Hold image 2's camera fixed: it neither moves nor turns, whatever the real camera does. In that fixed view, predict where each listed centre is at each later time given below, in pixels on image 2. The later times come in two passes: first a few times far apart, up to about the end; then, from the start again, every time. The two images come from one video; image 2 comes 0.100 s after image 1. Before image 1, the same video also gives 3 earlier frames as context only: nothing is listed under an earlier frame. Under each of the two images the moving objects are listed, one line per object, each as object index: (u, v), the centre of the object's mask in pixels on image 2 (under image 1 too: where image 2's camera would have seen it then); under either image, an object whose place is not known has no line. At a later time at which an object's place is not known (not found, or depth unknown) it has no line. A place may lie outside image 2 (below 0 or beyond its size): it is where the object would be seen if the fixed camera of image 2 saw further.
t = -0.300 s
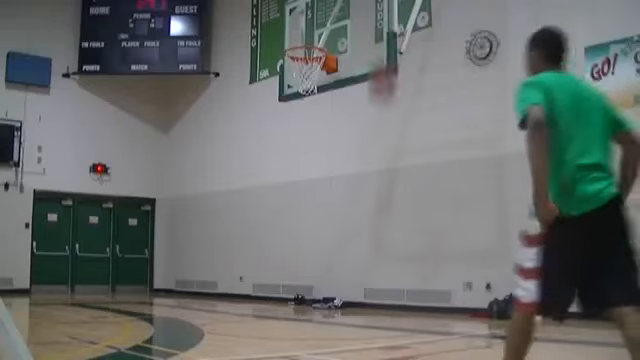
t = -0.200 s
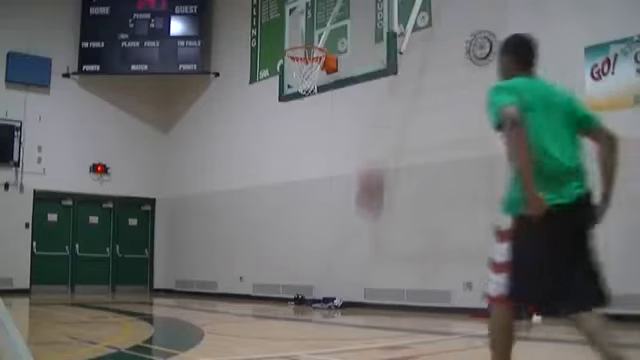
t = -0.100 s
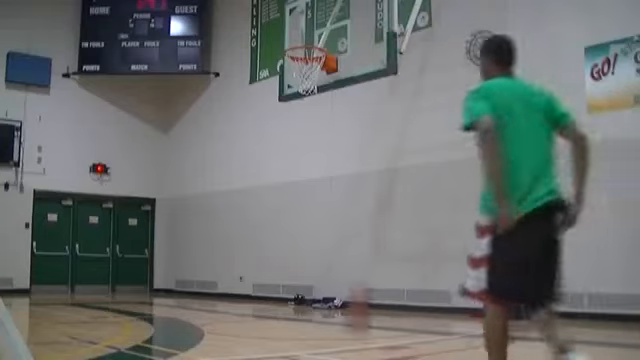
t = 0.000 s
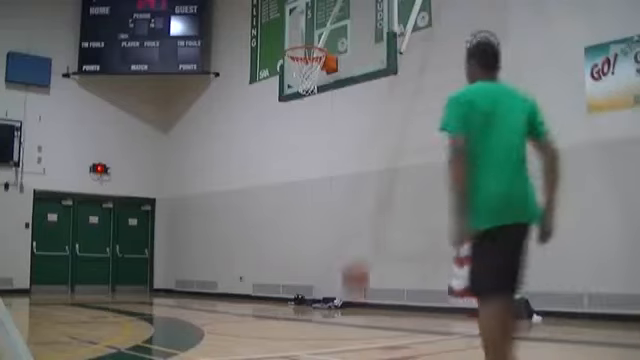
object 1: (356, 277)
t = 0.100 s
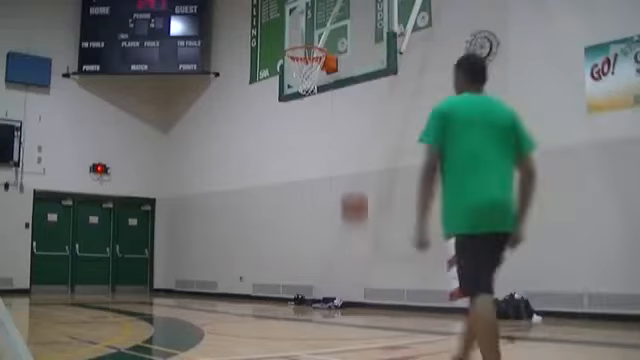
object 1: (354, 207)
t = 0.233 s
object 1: (352, 131)
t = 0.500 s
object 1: (350, 46)
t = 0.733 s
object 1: (348, 34)
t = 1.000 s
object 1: (345, 91)
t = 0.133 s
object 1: (354, 187)
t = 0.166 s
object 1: (353, 166)
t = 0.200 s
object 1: (353, 148)
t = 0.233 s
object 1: (352, 131)
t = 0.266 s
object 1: (352, 115)
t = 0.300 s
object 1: (352, 104)
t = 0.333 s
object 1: (351, 92)
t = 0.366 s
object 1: (351, 78)
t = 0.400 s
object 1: (350, 68)
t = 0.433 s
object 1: (350, 59)
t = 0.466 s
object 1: (350, 52)
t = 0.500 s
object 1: (350, 46)
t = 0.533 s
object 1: (350, 42)
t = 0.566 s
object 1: (349, 38)
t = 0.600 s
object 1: (349, 35)
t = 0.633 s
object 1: (349, 33)
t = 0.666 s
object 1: (349, 33)
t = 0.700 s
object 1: (349, 33)
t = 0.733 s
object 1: (348, 34)
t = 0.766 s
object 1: (348, 37)
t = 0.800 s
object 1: (348, 42)
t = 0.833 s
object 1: (348, 47)
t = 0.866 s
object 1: (347, 52)
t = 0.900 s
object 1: (347, 60)
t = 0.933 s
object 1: (347, 69)
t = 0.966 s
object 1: (347, 80)
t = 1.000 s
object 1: (345, 91)
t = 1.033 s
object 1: (345, 103)
